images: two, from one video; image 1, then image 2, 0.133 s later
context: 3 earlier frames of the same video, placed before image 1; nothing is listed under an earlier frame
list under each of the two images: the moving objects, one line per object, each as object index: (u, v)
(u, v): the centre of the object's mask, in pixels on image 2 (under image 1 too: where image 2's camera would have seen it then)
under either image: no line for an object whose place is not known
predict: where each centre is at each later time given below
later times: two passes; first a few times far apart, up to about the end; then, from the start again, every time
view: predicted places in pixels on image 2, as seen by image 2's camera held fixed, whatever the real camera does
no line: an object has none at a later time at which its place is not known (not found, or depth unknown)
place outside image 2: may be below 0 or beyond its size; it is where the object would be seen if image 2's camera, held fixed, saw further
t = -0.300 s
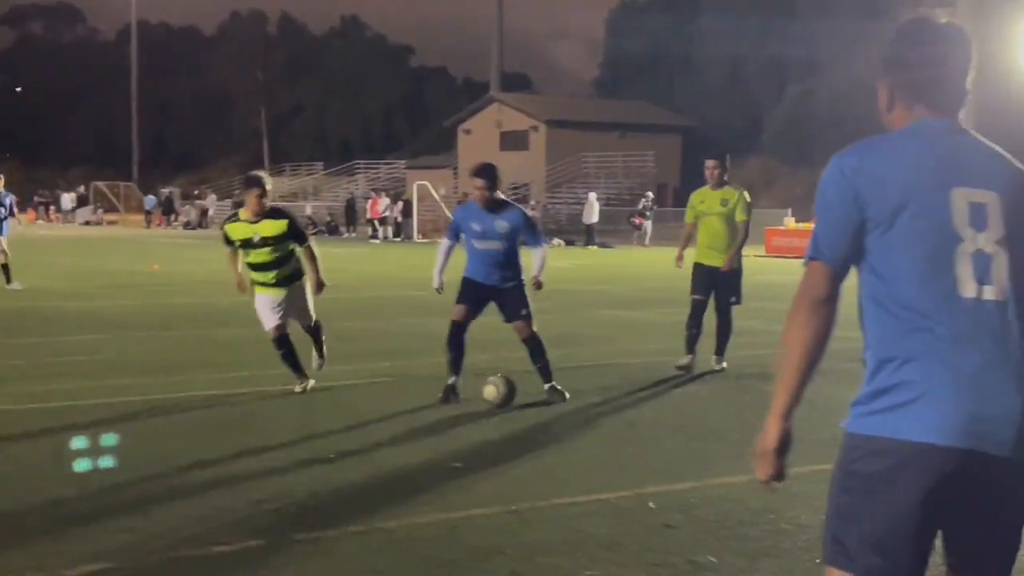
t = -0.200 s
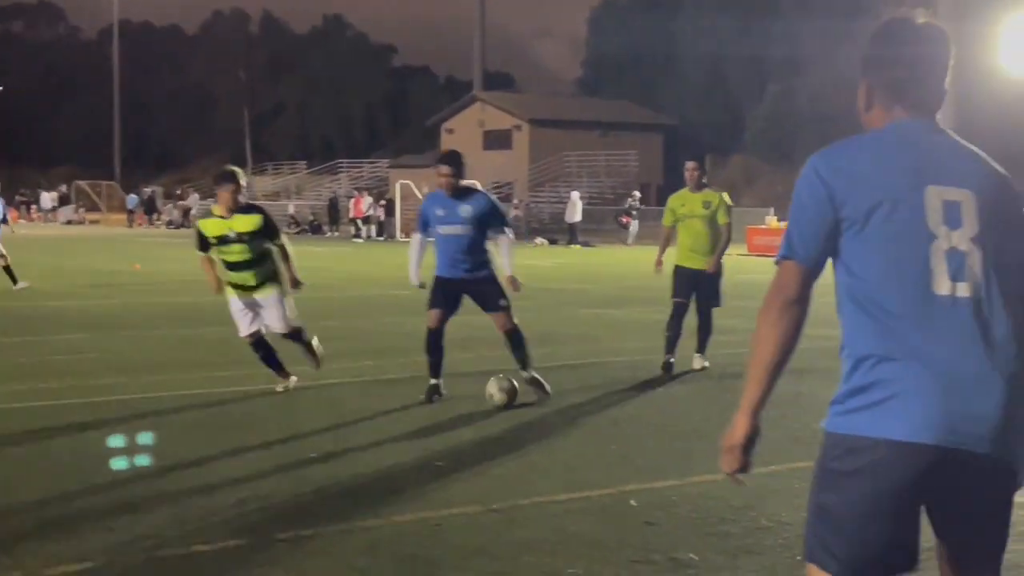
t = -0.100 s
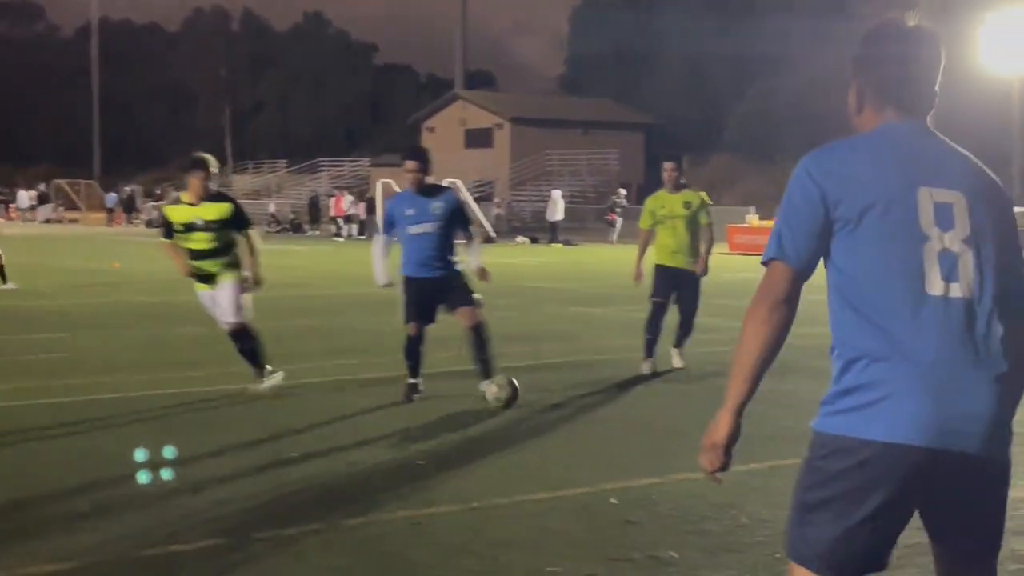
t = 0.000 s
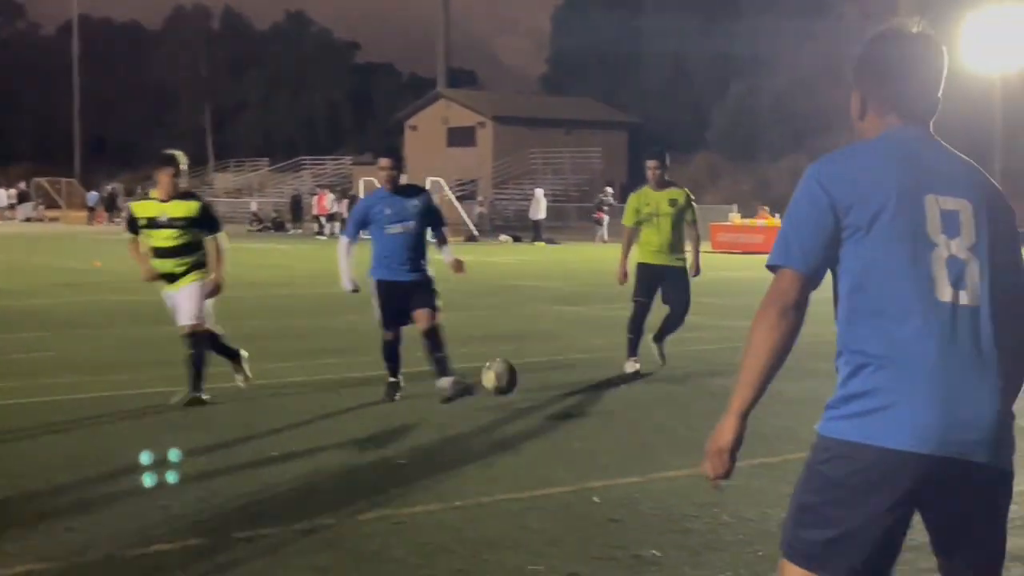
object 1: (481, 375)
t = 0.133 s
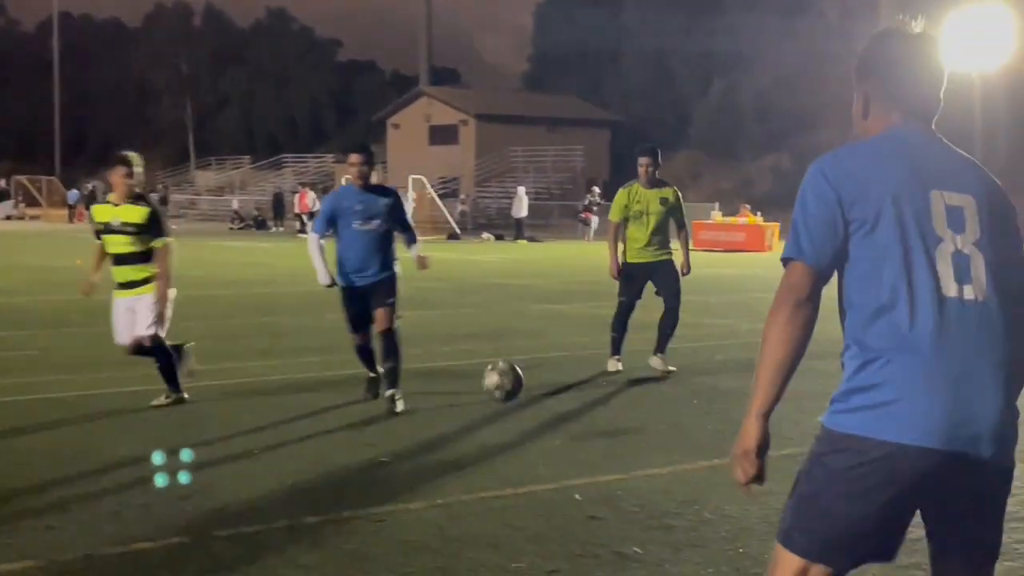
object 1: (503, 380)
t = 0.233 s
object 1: (522, 408)
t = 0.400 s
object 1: (557, 465)
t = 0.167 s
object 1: (509, 388)
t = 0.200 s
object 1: (515, 397)
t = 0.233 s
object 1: (522, 408)
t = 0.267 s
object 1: (528, 423)
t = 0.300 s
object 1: (534, 443)
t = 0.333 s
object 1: (544, 465)
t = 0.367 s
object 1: (550, 469)
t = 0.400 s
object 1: (557, 465)
